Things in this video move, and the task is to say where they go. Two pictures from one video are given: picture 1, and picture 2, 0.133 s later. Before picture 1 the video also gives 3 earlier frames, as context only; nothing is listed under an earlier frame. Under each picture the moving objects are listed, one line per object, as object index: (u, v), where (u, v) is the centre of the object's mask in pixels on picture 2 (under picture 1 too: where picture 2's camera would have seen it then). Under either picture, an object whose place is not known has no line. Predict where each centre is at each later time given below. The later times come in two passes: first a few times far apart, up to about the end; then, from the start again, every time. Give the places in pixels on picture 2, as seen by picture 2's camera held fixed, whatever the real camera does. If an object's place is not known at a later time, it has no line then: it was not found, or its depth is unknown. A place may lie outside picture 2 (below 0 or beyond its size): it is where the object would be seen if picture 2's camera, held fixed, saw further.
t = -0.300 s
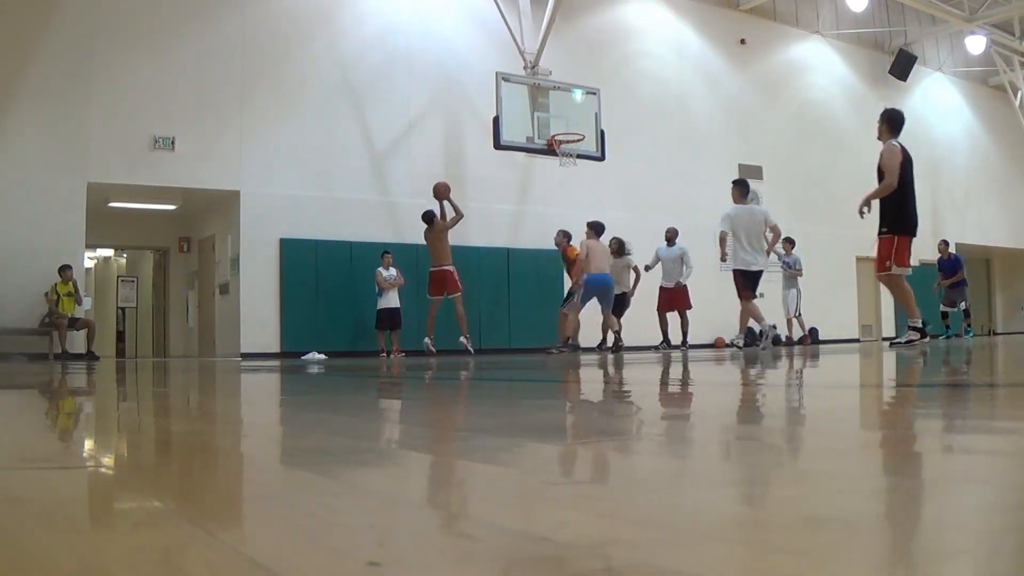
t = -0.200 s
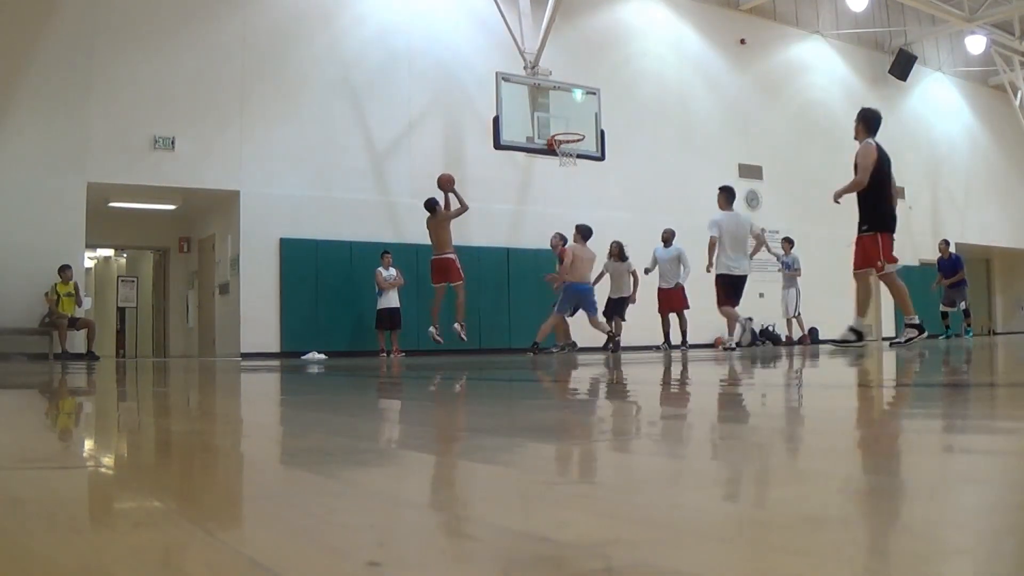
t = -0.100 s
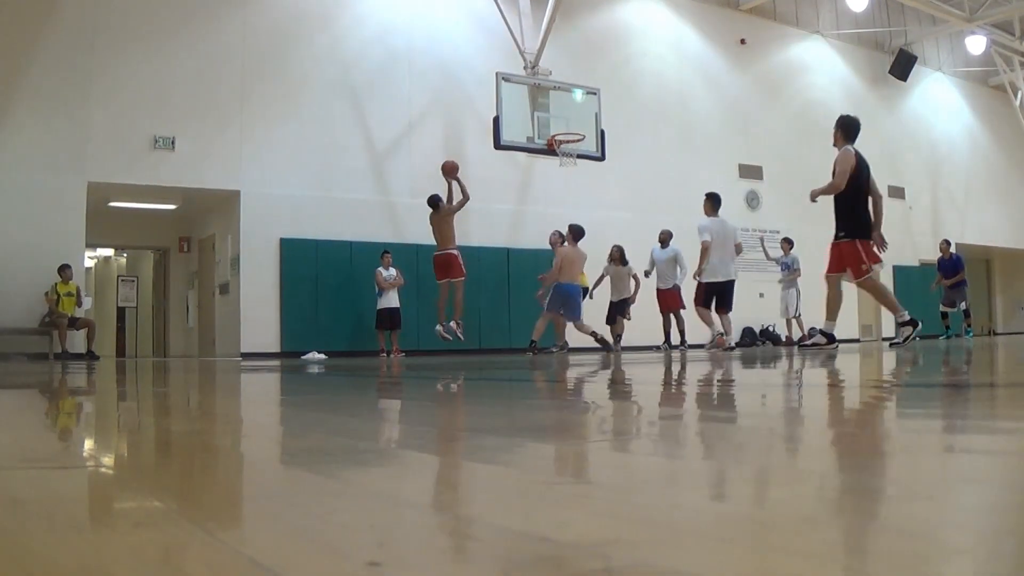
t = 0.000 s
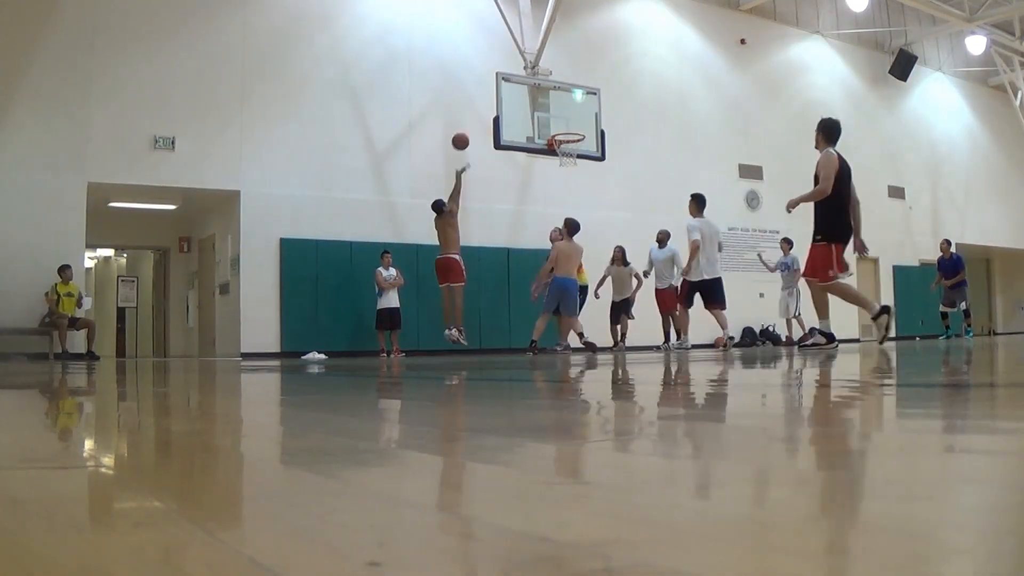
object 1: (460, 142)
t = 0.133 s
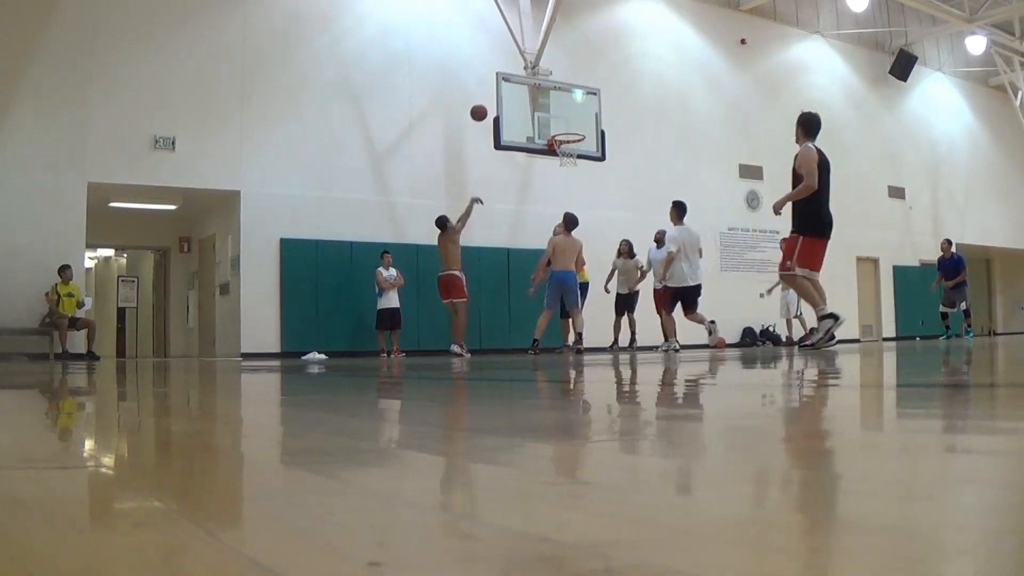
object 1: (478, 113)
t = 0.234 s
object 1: (492, 100)
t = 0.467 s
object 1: (523, 96)
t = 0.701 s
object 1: (554, 129)
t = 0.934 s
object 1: (577, 129)
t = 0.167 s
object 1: (483, 108)
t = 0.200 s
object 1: (487, 103)
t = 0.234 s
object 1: (492, 100)
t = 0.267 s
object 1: (496, 97)
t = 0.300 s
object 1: (501, 95)
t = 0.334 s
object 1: (506, 94)
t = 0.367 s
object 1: (510, 93)
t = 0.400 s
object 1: (515, 93)
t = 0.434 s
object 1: (519, 95)
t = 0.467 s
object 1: (523, 96)
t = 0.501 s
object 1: (528, 99)
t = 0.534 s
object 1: (532, 102)
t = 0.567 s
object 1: (536, 107)
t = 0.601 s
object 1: (541, 111)
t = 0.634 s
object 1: (545, 117)
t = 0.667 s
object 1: (550, 123)
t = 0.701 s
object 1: (554, 129)
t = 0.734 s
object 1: (558, 129)
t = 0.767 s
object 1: (562, 128)
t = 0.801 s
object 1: (566, 128)
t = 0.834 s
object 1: (571, 130)
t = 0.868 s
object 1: (575, 132)
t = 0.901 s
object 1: (577, 131)
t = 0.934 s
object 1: (577, 129)
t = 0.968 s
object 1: (576, 127)
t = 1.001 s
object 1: (576, 127)
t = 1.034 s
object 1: (575, 126)
